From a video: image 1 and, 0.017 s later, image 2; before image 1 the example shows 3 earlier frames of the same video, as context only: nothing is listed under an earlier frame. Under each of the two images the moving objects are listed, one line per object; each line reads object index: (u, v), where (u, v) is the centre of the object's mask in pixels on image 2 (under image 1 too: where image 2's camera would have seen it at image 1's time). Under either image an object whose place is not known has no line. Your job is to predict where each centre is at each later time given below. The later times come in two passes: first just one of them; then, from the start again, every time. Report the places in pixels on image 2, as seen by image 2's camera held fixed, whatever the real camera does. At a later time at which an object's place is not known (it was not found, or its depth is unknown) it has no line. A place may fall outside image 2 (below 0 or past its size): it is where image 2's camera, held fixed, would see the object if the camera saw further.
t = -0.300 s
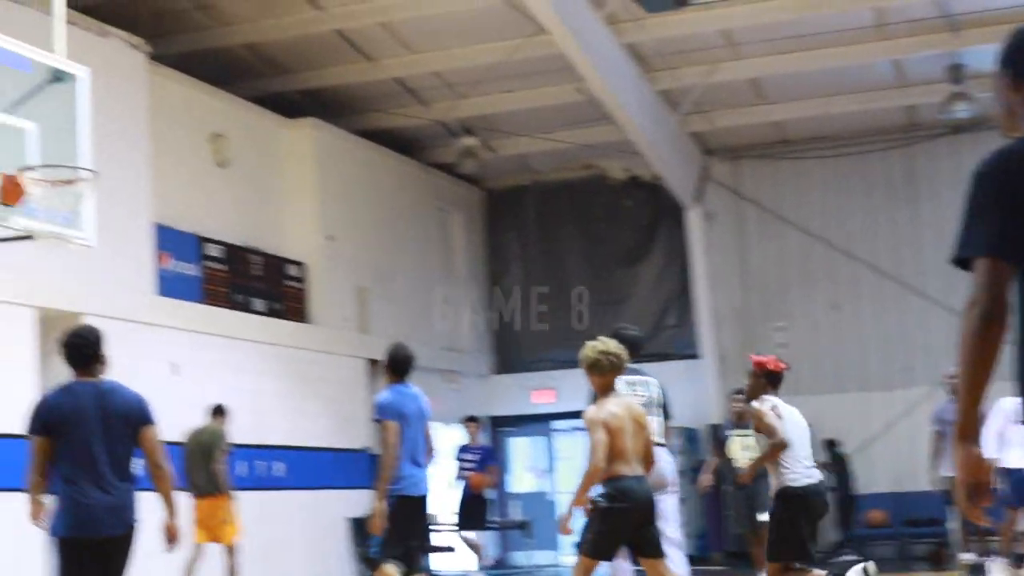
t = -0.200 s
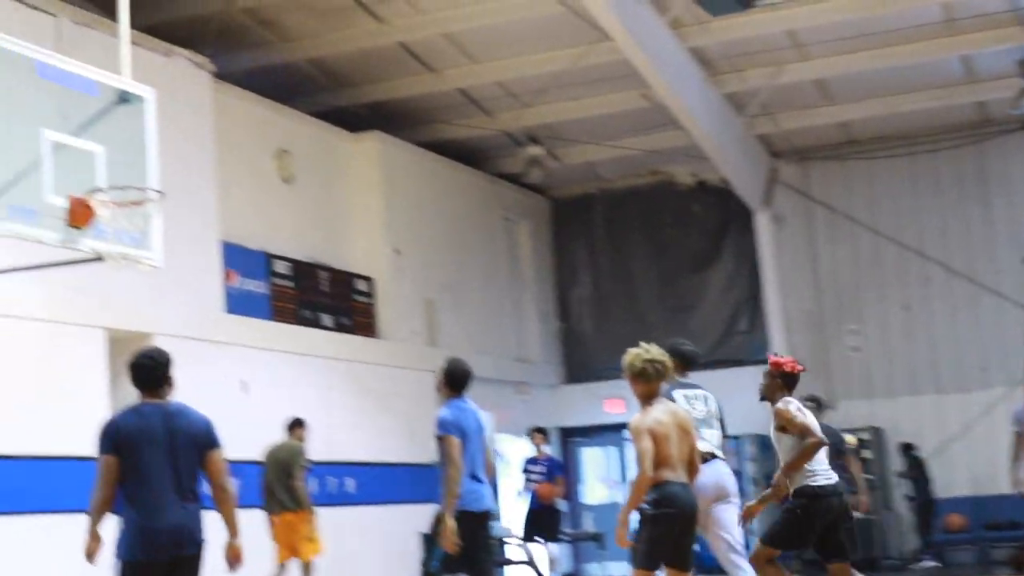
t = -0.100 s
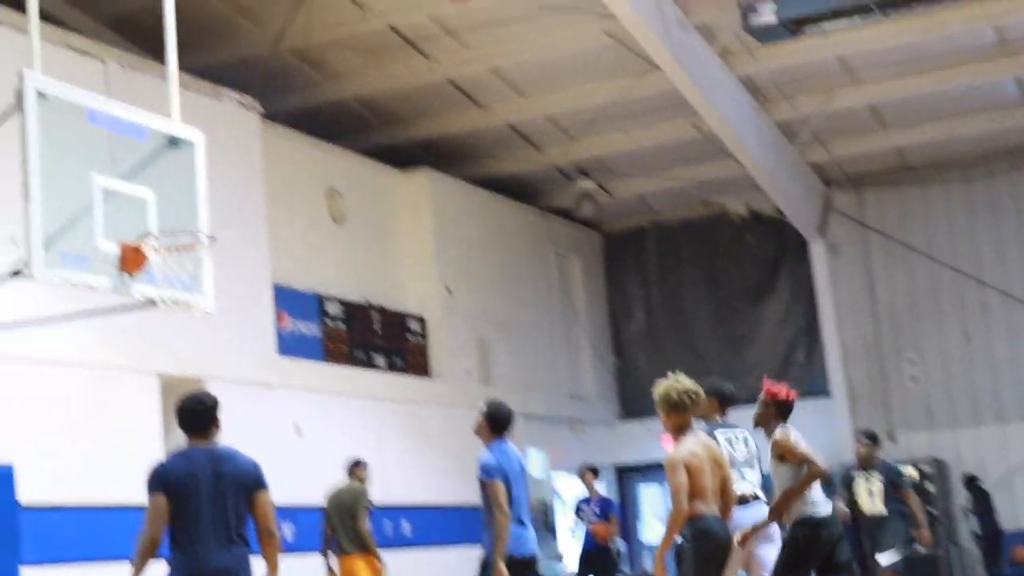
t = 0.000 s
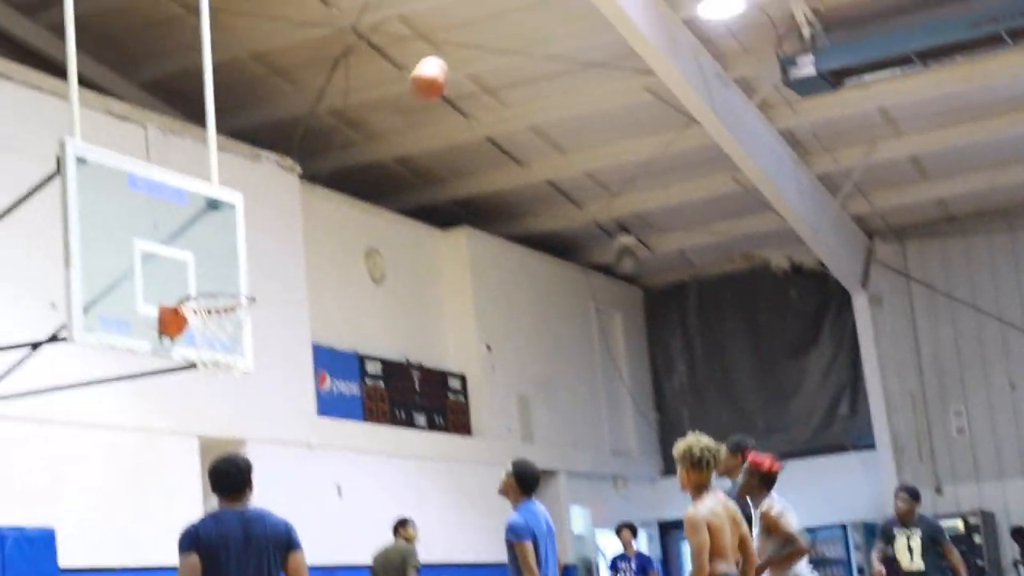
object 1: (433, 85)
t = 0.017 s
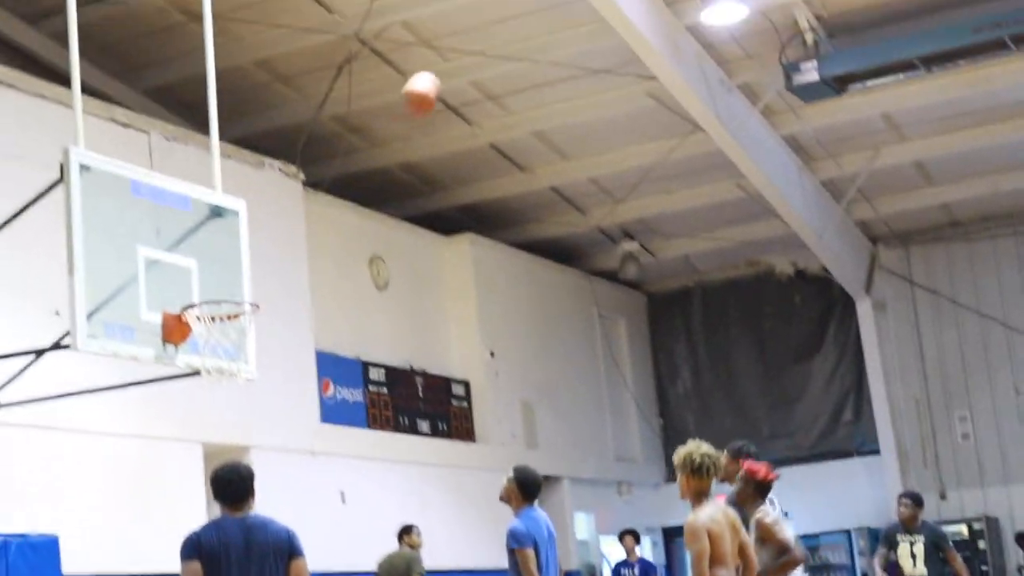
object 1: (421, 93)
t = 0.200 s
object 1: (291, 214)
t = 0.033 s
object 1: (410, 102)
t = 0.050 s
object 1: (398, 111)
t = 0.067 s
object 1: (385, 123)
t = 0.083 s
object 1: (374, 131)
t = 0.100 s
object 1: (362, 143)
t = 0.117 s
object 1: (349, 156)
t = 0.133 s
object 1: (338, 167)
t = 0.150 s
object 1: (327, 176)
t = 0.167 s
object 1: (316, 188)
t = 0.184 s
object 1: (303, 201)
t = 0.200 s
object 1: (291, 214)
